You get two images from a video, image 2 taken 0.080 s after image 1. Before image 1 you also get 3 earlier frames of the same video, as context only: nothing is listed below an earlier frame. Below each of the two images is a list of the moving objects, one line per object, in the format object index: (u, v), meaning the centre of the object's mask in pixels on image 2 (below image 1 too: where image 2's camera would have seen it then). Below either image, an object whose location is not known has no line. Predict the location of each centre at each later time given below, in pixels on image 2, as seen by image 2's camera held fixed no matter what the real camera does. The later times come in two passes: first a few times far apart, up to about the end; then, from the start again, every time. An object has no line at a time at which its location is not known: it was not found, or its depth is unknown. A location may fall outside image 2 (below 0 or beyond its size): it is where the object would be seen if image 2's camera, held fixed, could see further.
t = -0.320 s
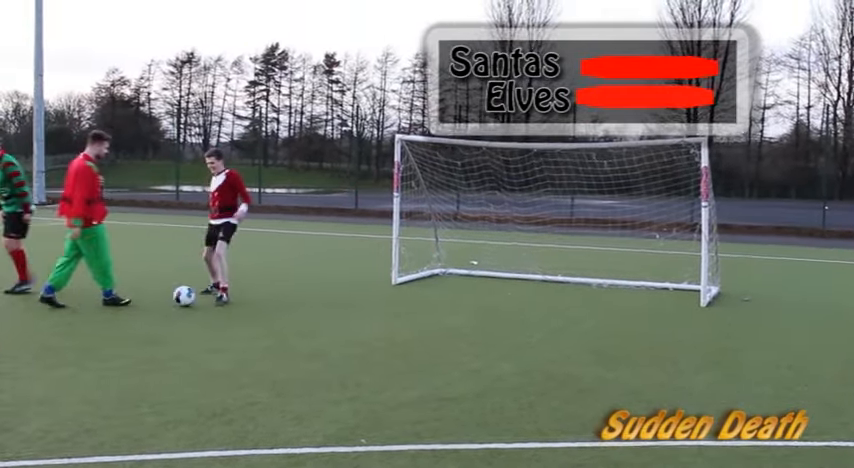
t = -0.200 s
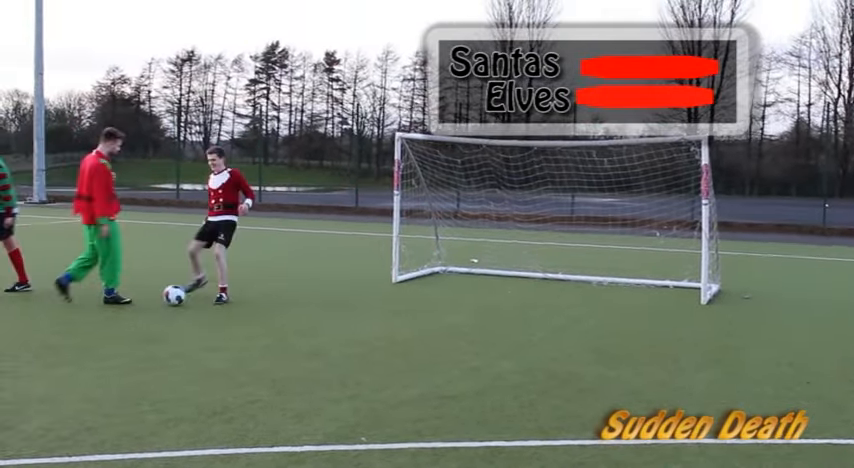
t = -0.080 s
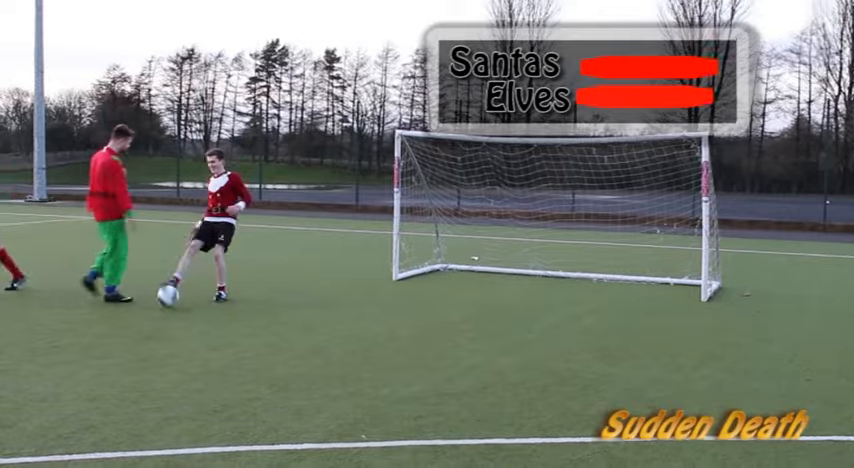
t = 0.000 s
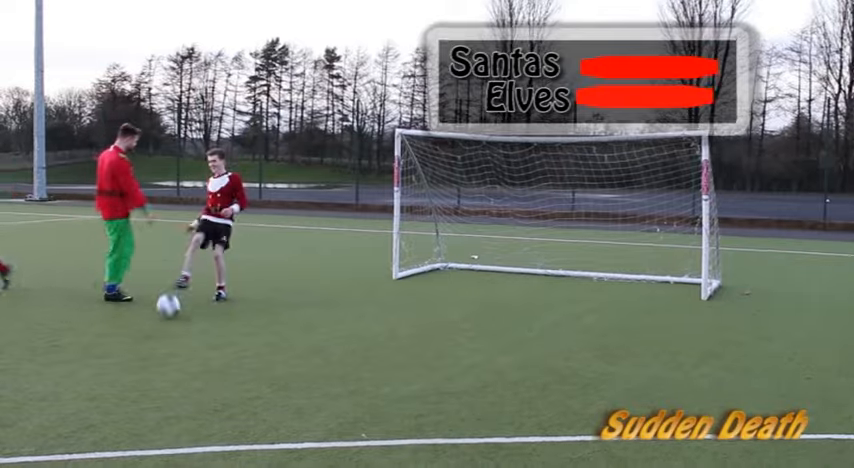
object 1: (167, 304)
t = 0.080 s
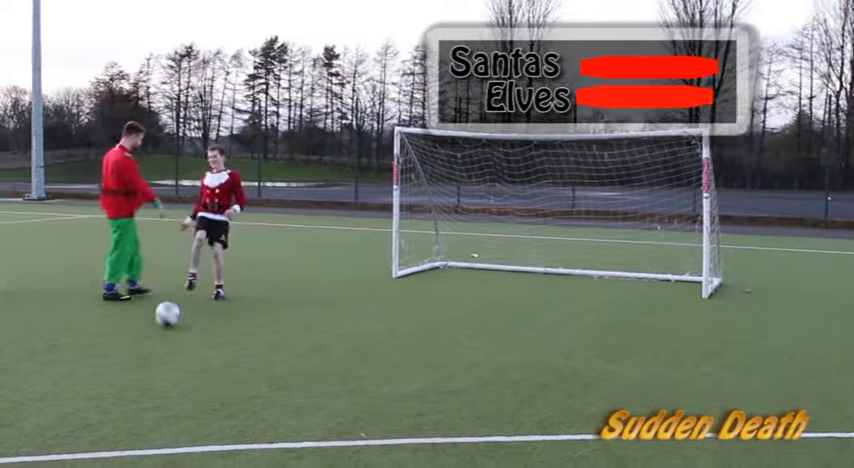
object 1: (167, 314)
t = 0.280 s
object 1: (171, 342)
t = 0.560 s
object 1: (178, 387)
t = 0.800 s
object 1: (184, 441)
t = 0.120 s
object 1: (167, 319)
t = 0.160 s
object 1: (168, 325)
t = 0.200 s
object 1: (169, 330)
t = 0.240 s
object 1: (169, 336)
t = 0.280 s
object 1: (171, 342)
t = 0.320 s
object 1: (172, 348)
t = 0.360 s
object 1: (173, 353)
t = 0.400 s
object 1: (174, 360)
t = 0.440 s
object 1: (175, 366)
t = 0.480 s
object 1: (176, 372)
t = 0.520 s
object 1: (177, 380)
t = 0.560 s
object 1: (178, 387)
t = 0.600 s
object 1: (179, 395)
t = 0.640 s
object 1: (179, 402)
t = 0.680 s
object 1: (180, 412)
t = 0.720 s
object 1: (182, 420)
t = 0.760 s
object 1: (183, 428)
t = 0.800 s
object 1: (184, 441)
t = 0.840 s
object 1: (187, 452)
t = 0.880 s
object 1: (189, 460)
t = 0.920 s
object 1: (191, 466)
